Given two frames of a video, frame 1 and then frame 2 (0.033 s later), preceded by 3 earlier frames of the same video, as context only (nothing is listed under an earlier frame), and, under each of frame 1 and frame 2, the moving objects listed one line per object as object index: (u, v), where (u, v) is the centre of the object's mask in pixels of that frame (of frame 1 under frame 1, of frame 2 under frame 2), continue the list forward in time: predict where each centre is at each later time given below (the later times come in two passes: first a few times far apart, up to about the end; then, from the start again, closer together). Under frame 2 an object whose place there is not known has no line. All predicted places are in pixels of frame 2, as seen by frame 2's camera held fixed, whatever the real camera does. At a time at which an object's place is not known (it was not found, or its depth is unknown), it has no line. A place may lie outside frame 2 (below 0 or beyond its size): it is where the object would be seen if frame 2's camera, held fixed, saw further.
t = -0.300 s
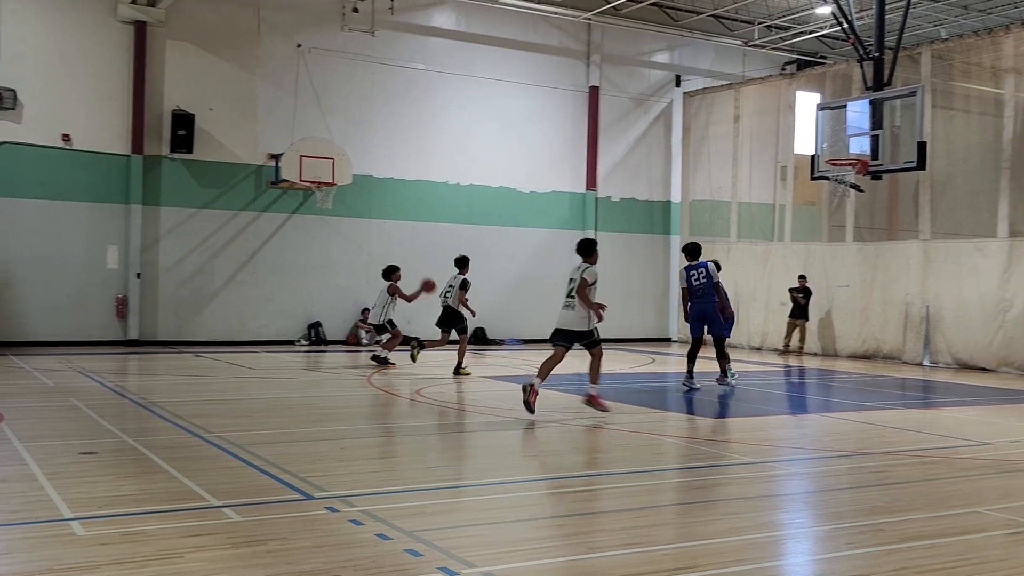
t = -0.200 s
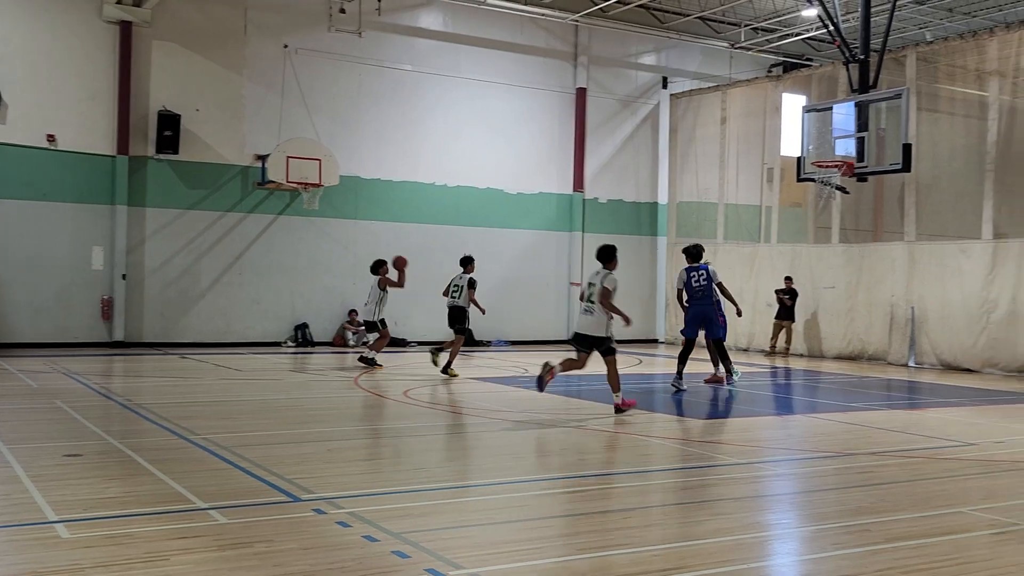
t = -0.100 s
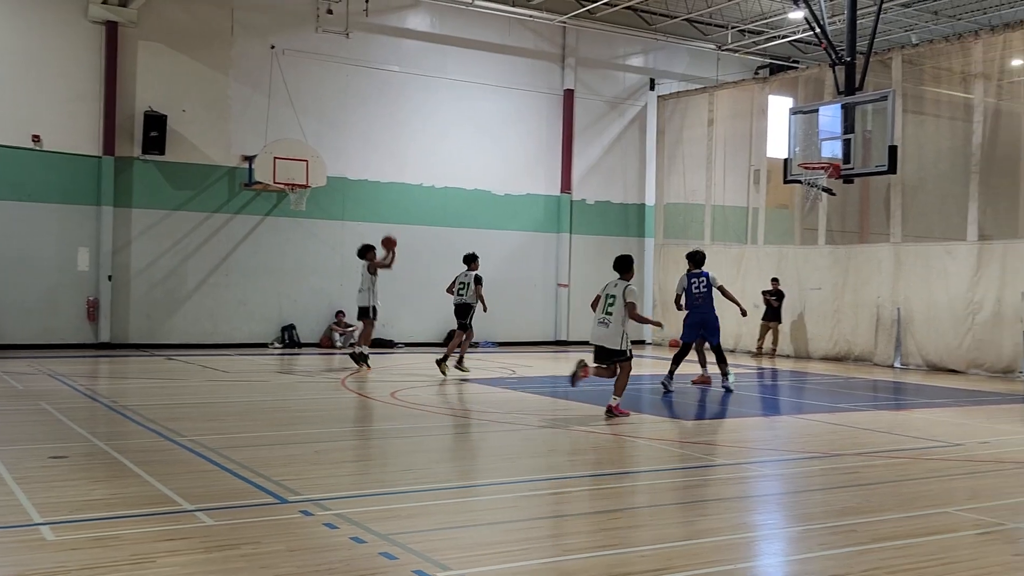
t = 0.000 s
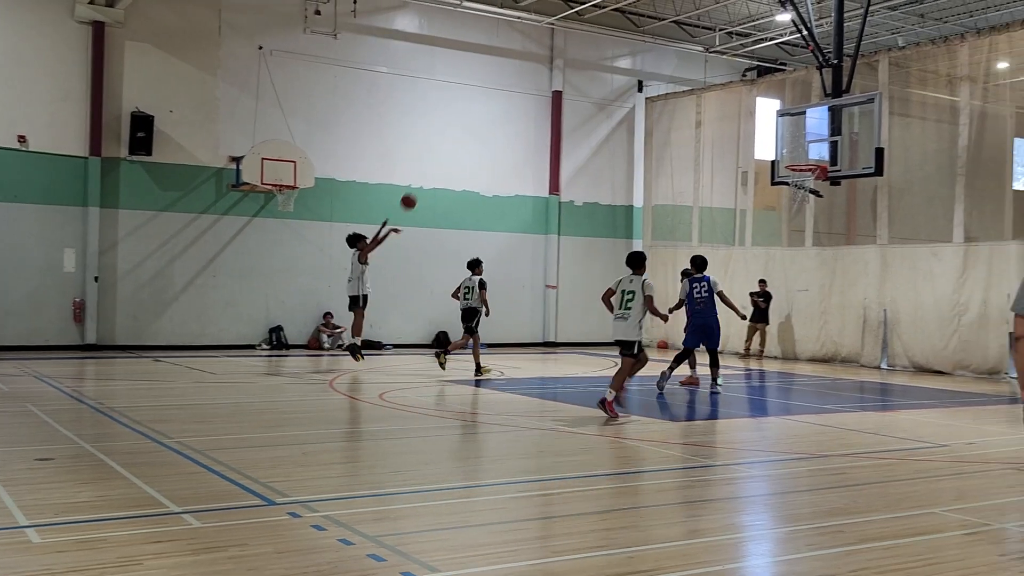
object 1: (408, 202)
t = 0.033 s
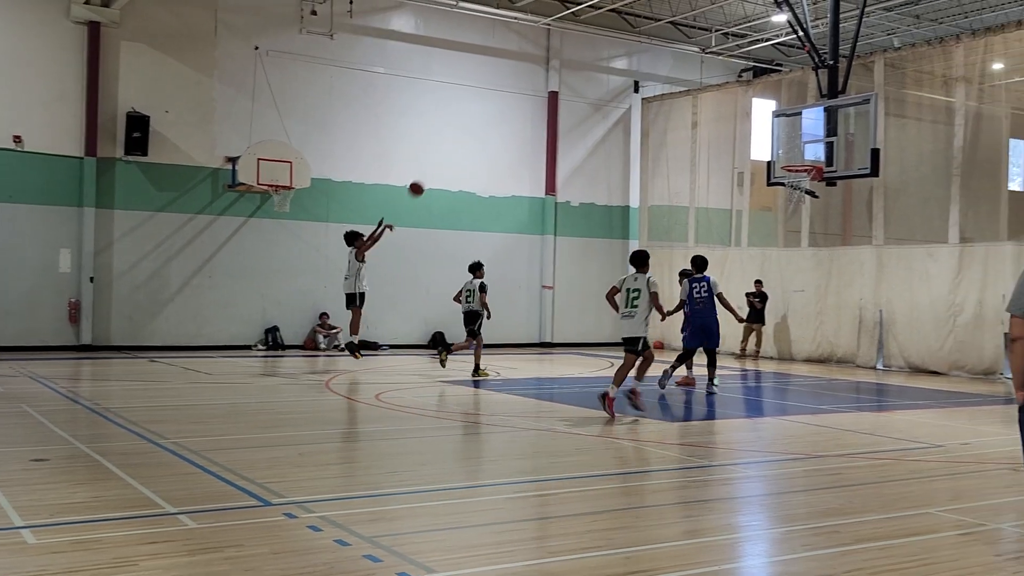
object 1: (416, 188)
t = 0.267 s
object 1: (498, 113)
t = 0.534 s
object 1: (591, 68)
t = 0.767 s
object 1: (673, 67)
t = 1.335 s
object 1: (827, 159)
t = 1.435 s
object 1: (825, 164)
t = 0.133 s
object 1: (451, 152)
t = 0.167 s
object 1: (463, 141)
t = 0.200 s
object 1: (475, 131)
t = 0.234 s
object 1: (486, 121)
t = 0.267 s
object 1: (498, 113)
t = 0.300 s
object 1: (510, 105)
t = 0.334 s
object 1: (522, 97)
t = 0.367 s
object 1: (533, 90)
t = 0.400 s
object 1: (545, 85)
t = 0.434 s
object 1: (557, 79)
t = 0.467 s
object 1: (568, 75)
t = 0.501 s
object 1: (580, 71)
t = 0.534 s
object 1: (591, 68)
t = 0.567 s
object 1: (603, 66)
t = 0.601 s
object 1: (614, 65)
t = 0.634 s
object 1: (626, 64)
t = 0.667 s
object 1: (638, 63)
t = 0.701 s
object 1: (650, 64)
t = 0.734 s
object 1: (661, 65)
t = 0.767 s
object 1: (673, 67)
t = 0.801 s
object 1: (685, 70)
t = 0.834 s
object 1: (696, 73)
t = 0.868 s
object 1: (708, 78)
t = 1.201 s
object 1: (826, 161)
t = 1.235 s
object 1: (829, 160)
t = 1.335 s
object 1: (827, 159)
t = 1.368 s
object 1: (826, 159)
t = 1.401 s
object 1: (826, 161)
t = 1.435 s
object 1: (825, 164)
